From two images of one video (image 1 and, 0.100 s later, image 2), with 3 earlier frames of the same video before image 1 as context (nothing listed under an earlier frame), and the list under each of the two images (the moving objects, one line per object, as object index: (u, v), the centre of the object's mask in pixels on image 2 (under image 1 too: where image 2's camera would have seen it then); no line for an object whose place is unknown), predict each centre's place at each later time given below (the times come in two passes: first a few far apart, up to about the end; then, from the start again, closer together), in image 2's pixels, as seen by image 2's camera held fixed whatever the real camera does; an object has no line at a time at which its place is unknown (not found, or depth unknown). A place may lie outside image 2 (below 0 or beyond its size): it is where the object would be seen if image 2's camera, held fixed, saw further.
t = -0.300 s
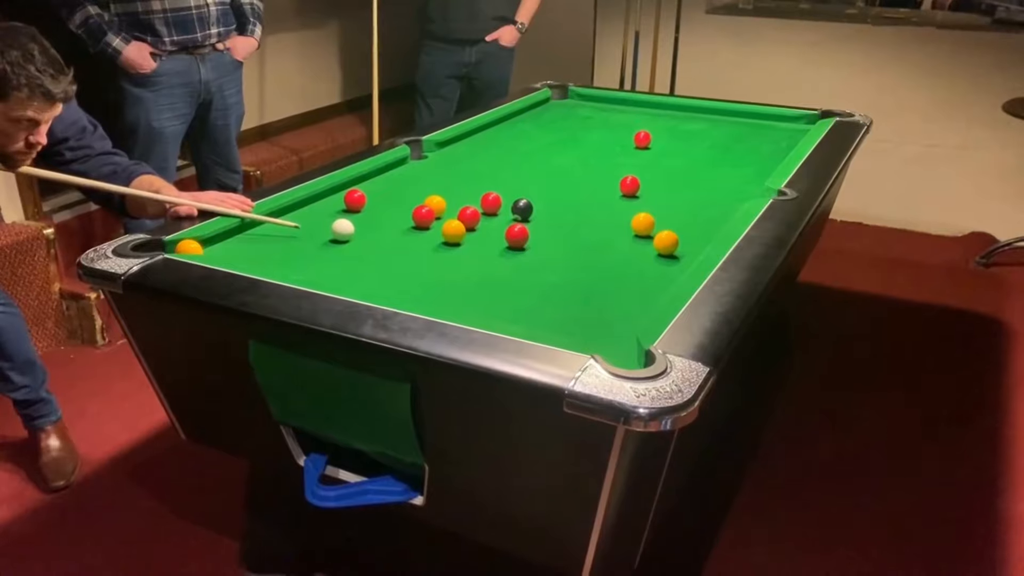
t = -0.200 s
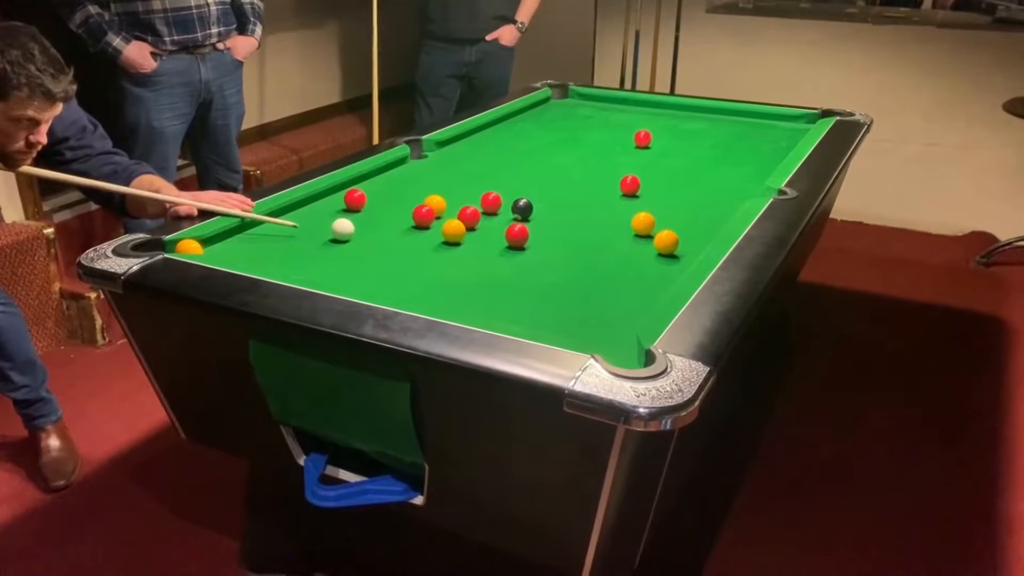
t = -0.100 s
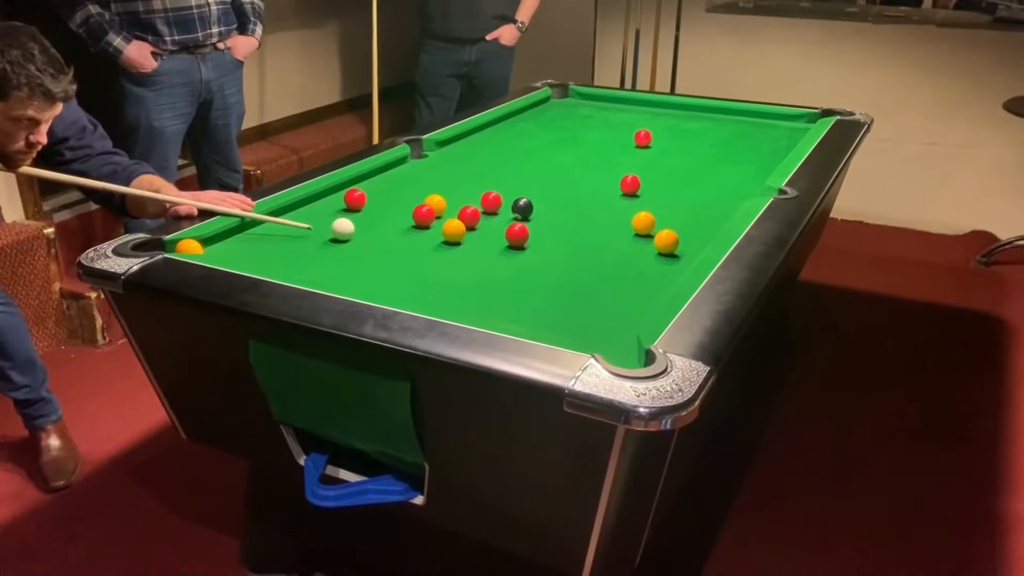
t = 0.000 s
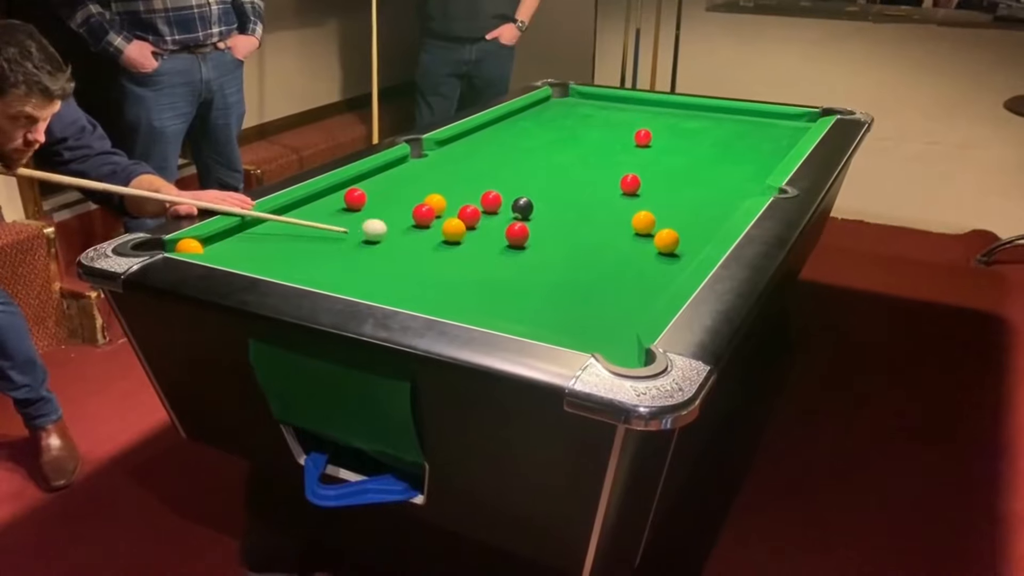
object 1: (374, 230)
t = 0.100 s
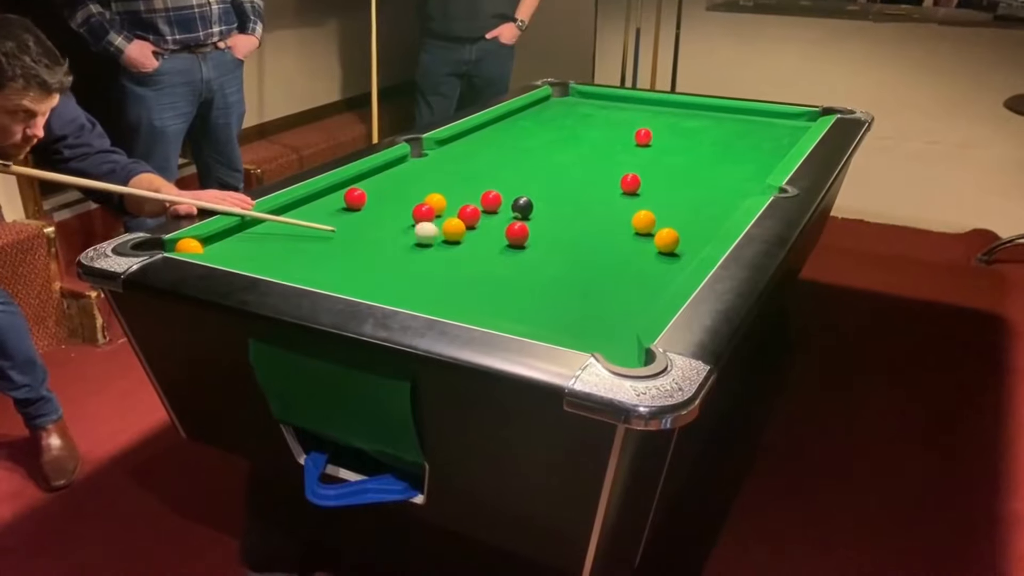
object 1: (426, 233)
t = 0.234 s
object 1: (441, 241)
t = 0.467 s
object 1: (462, 254)
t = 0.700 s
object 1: (483, 267)
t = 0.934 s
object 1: (503, 279)
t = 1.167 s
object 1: (521, 291)
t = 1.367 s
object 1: (536, 300)
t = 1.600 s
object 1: (553, 309)
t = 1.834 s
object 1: (567, 318)
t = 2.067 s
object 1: (580, 325)
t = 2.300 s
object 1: (590, 330)
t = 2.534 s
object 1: (598, 335)
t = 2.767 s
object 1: (604, 339)
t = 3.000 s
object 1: (609, 340)
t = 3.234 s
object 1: (611, 340)
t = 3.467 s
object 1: (610, 340)
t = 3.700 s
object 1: (610, 341)
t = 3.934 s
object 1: (611, 340)
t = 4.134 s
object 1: (610, 340)
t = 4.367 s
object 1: (610, 340)
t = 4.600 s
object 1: (610, 340)
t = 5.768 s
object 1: (610, 341)
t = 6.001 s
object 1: (609, 341)
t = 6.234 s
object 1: (609, 341)
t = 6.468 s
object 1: (609, 341)
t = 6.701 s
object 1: (609, 341)
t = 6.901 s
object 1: (609, 340)
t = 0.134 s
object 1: (432, 235)
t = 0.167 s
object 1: (435, 237)
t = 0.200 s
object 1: (438, 239)
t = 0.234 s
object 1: (441, 241)
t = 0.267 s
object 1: (444, 243)
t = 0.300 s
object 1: (447, 245)
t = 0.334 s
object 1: (450, 246)
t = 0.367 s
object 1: (453, 248)
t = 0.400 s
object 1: (457, 250)
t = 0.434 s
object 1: (459, 253)
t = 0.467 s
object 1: (462, 254)
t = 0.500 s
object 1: (465, 256)
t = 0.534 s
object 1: (468, 258)
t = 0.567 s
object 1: (471, 260)
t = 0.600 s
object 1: (474, 262)
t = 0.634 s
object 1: (477, 263)
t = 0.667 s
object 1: (480, 265)
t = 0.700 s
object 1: (483, 267)
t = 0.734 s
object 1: (486, 269)
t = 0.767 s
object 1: (488, 271)
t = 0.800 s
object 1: (491, 273)
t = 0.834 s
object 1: (494, 274)
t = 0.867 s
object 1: (497, 276)
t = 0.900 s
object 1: (500, 278)
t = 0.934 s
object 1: (503, 279)
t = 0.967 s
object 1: (505, 281)
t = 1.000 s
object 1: (508, 283)
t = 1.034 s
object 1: (510, 284)
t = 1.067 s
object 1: (513, 286)
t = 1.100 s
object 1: (516, 287)
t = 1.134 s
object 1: (519, 289)
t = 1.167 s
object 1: (521, 291)
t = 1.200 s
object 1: (524, 293)
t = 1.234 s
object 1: (526, 294)
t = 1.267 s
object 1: (529, 295)
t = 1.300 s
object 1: (531, 297)
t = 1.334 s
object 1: (534, 298)
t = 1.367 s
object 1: (536, 300)
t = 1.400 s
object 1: (539, 301)
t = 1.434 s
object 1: (541, 303)
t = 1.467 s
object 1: (544, 304)
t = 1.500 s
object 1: (546, 305)
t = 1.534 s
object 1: (548, 306)
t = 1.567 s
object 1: (550, 308)
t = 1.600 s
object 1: (553, 309)
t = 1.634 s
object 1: (555, 311)
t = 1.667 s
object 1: (557, 312)
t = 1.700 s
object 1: (559, 313)
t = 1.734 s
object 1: (561, 314)
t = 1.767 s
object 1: (563, 315)
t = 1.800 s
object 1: (565, 316)
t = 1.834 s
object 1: (567, 318)
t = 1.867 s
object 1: (569, 318)
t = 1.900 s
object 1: (571, 320)
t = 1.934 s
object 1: (573, 321)
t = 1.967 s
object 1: (574, 322)
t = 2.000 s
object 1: (576, 323)
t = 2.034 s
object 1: (578, 324)
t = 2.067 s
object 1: (580, 325)
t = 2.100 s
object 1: (581, 326)
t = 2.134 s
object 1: (583, 327)
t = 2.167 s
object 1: (585, 327)
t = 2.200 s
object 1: (586, 328)
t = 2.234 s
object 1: (587, 329)
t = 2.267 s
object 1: (588, 330)
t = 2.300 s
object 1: (590, 330)
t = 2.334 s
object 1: (591, 331)
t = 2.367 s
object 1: (592, 332)
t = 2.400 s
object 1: (594, 333)
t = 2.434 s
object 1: (595, 333)
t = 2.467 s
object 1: (596, 334)
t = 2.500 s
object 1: (597, 335)
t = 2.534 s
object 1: (598, 335)
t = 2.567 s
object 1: (599, 336)
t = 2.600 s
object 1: (600, 336)
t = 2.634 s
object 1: (601, 337)
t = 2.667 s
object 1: (602, 337)
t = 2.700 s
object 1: (603, 338)
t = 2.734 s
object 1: (604, 338)
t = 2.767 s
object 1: (604, 339)
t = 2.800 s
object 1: (605, 339)
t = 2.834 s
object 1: (606, 339)
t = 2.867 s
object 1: (607, 339)
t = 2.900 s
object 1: (607, 340)
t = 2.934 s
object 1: (608, 340)
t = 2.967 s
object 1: (608, 340)
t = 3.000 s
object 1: (609, 340)
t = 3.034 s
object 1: (610, 340)
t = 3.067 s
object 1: (610, 340)
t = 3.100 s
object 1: (610, 340)
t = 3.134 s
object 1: (611, 340)
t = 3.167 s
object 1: (611, 340)
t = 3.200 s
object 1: (611, 340)
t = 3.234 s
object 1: (611, 340)
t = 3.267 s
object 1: (611, 340)
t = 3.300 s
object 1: (611, 340)
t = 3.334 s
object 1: (611, 340)
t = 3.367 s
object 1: (610, 341)
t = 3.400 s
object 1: (610, 340)
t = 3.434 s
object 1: (611, 340)
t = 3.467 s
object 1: (610, 340)
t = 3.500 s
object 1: (611, 340)
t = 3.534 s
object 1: (610, 341)
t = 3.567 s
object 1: (610, 340)
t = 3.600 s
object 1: (610, 341)
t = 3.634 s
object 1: (610, 340)
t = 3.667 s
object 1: (610, 341)
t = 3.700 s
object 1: (610, 341)
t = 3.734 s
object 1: (610, 340)
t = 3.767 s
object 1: (610, 340)
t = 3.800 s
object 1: (610, 340)
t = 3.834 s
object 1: (610, 340)
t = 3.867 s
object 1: (611, 340)
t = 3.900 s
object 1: (610, 340)
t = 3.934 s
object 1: (611, 340)
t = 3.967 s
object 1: (610, 340)
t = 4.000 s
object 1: (610, 340)
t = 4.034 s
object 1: (611, 340)
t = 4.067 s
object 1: (610, 340)
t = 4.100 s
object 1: (610, 340)
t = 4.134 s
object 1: (610, 340)
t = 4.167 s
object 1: (610, 340)
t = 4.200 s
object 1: (610, 340)
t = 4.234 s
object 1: (610, 341)
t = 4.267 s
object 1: (610, 340)
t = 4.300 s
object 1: (610, 340)
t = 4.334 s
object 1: (610, 341)
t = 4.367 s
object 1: (610, 340)
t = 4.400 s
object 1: (610, 341)
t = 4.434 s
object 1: (610, 341)
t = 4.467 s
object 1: (610, 341)
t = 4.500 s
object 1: (610, 340)
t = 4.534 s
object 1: (610, 340)
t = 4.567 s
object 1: (610, 340)
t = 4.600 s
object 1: (610, 340)
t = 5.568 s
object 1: (610, 341)
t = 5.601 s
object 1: (610, 341)
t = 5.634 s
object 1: (610, 341)
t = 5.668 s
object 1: (610, 341)
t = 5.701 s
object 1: (610, 341)
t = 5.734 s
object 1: (610, 341)
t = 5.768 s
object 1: (610, 341)
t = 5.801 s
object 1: (610, 340)
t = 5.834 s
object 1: (610, 340)
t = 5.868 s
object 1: (609, 341)
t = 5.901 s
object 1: (609, 341)
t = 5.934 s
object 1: (609, 341)
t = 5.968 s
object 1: (610, 341)
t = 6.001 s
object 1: (609, 341)
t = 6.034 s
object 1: (609, 341)
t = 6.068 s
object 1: (609, 341)
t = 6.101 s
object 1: (609, 341)
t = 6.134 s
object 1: (609, 341)
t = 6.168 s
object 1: (609, 341)
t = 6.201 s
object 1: (609, 341)
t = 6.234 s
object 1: (609, 341)
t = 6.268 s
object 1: (609, 341)
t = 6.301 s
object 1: (609, 341)
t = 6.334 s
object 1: (609, 341)
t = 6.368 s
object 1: (609, 341)
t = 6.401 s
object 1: (609, 341)
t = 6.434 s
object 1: (609, 341)
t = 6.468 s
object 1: (609, 341)
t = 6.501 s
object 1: (609, 341)
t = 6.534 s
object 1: (609, 341)
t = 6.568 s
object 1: (609, 341)
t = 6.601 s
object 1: (609, 341)
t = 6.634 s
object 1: (609, 341)
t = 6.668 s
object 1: (609, 341)
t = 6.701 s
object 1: (609, 341)
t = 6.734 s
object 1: (609, 341)
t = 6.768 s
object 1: (609, 341)
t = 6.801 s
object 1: (609, 341)
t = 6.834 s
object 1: (609, 341)
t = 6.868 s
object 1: (609, 341)
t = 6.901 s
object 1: (609, 340)
